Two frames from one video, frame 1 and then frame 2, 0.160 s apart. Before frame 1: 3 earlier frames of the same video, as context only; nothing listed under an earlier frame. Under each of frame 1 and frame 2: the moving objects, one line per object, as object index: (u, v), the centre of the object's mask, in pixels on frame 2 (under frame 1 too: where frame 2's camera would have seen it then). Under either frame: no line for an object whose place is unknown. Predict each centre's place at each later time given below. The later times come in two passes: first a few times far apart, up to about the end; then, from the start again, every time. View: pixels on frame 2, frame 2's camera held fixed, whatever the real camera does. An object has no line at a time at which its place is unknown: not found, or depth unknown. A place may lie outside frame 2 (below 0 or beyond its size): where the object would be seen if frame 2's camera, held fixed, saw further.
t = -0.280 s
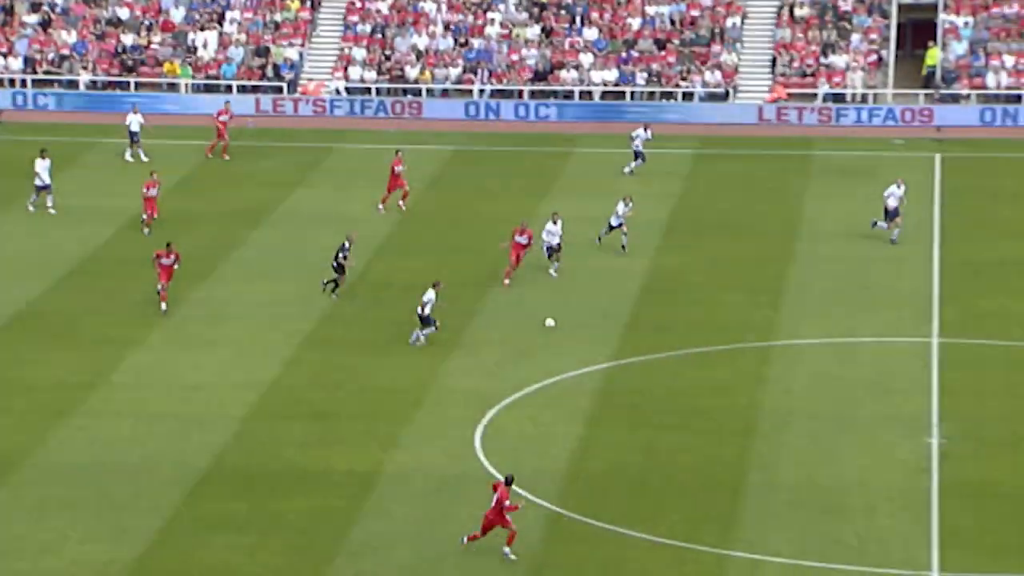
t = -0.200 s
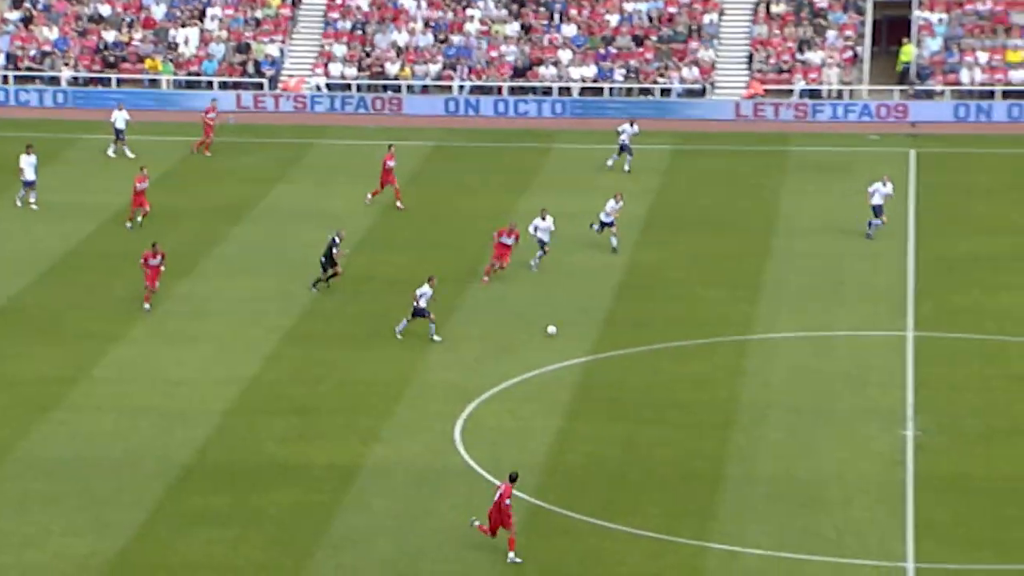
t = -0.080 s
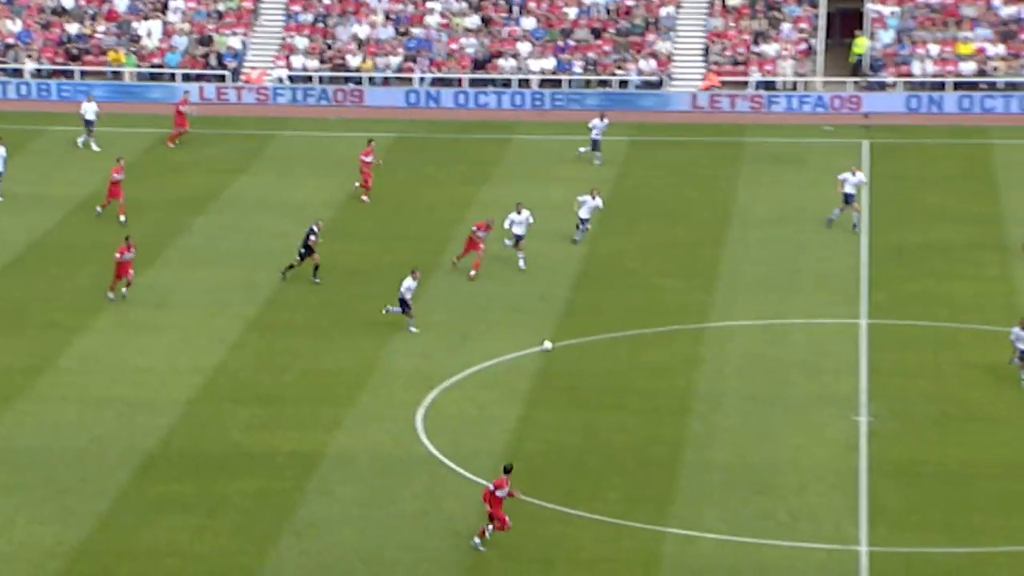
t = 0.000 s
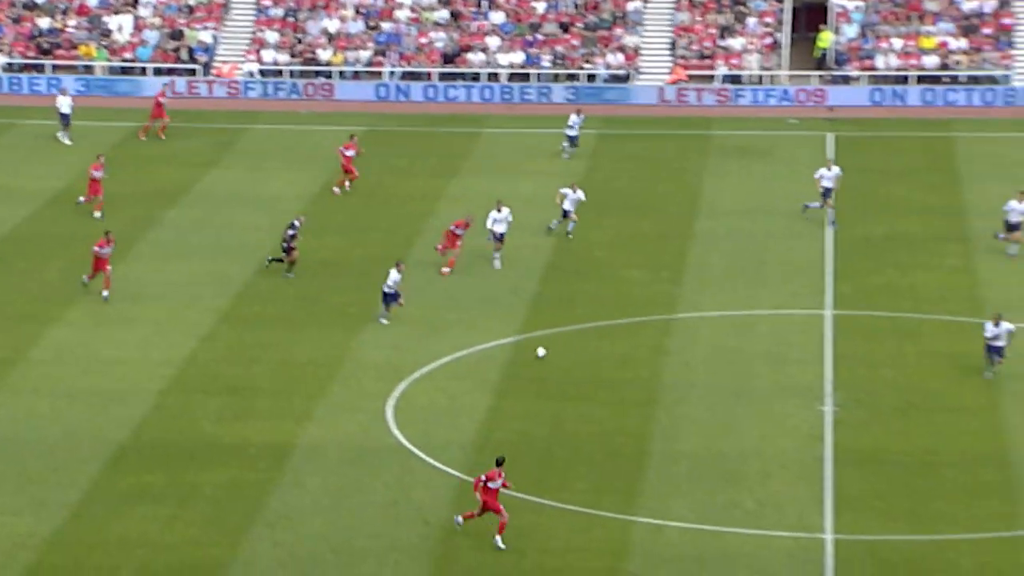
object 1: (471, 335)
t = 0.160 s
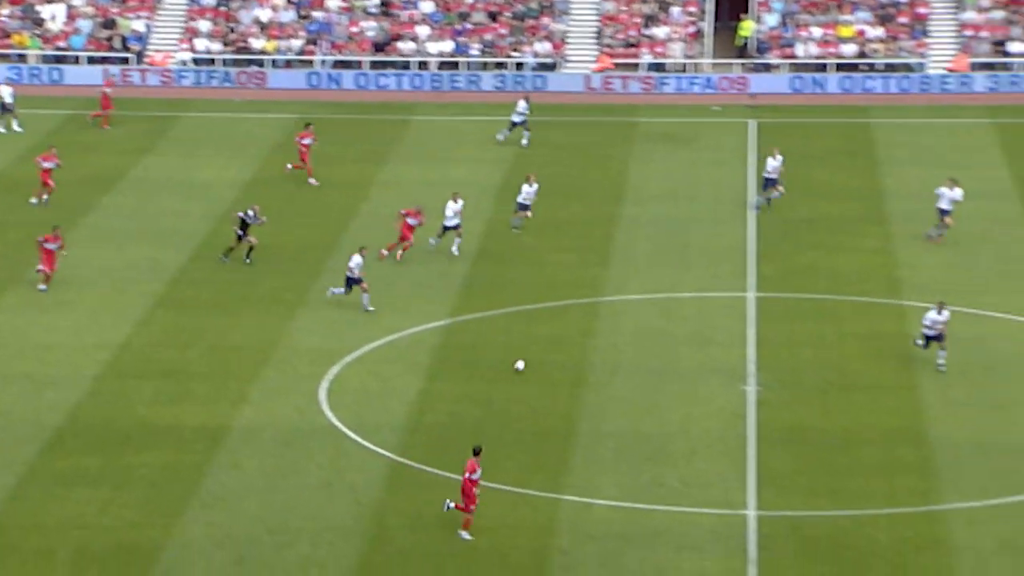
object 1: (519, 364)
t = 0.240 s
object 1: (543, 381)
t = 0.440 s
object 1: (606, 419)
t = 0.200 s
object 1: (532, 375)
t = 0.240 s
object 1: (543, 381)
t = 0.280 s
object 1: (556, 387)
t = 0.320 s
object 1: (568, 393)
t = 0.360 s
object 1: (580, 400)
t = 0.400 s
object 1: (593, 409)
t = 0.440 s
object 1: (606, 419)
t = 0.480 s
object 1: (618, 427)
